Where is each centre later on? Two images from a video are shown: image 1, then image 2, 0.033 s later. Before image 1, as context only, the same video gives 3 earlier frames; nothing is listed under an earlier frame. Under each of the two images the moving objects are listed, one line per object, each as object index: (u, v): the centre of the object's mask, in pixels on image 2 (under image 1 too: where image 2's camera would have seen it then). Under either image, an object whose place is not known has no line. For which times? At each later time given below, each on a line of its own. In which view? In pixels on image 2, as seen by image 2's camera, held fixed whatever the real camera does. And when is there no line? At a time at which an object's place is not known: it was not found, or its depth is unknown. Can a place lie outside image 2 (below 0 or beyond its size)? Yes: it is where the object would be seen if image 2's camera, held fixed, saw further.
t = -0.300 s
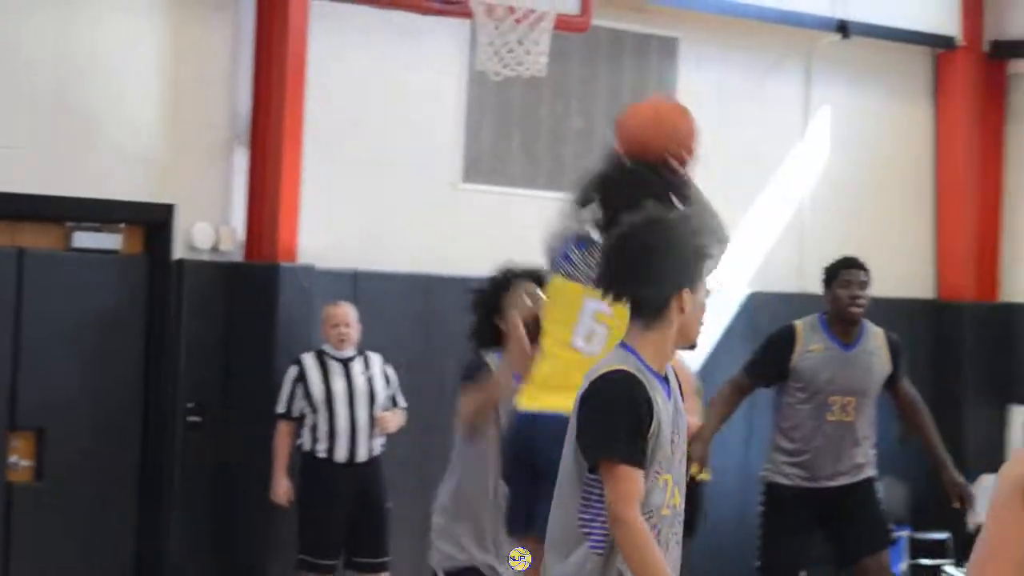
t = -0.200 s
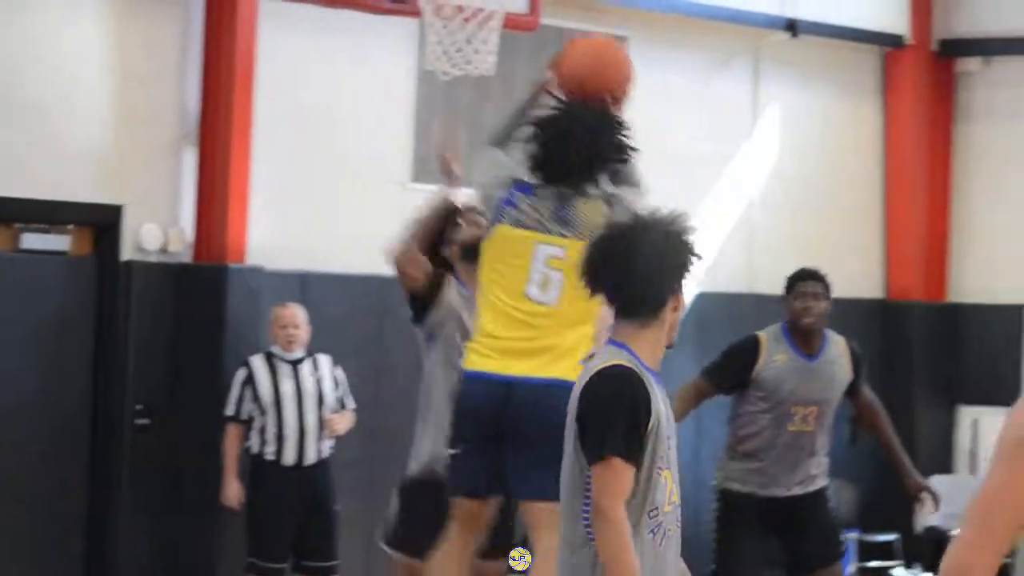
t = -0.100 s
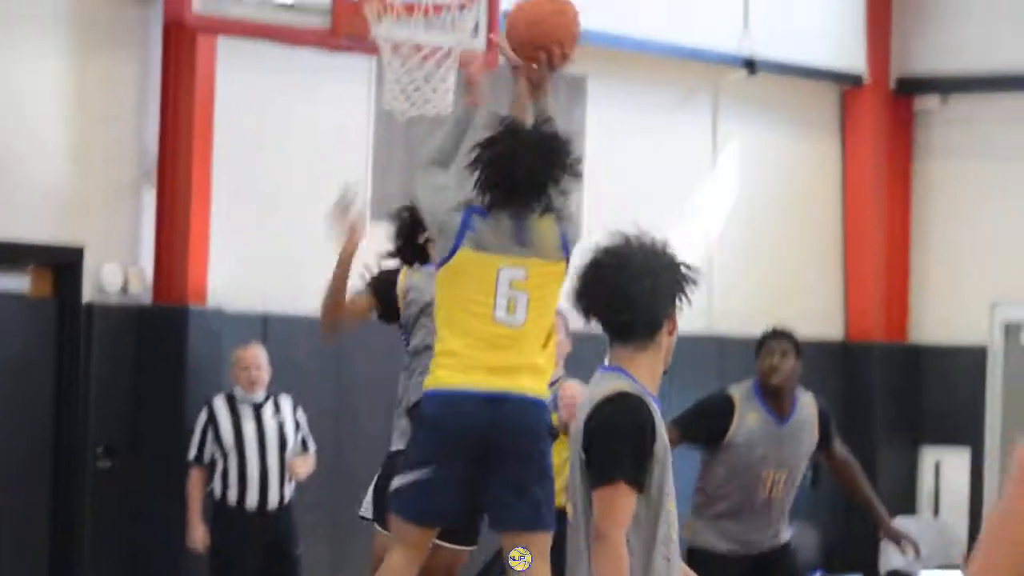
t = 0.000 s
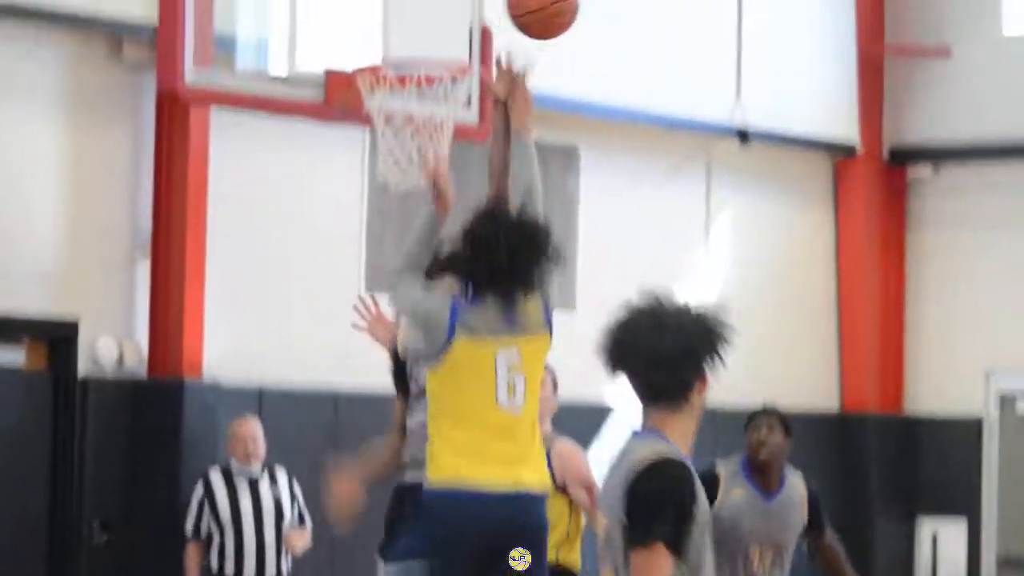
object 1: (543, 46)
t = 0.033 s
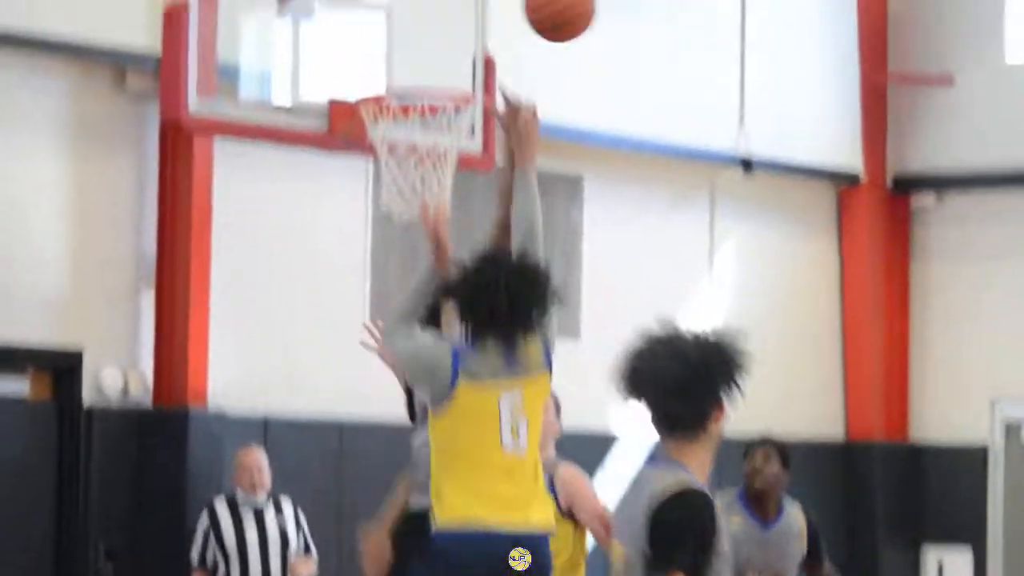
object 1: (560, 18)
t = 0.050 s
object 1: (567, 4)
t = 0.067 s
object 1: (574, -9)
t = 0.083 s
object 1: (582, -22)
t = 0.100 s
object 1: (589, -36)
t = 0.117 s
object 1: (597, -47)
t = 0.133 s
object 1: (604, -58)
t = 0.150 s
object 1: (610, -68)
